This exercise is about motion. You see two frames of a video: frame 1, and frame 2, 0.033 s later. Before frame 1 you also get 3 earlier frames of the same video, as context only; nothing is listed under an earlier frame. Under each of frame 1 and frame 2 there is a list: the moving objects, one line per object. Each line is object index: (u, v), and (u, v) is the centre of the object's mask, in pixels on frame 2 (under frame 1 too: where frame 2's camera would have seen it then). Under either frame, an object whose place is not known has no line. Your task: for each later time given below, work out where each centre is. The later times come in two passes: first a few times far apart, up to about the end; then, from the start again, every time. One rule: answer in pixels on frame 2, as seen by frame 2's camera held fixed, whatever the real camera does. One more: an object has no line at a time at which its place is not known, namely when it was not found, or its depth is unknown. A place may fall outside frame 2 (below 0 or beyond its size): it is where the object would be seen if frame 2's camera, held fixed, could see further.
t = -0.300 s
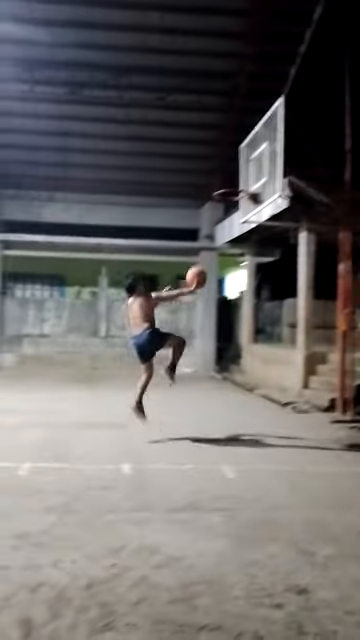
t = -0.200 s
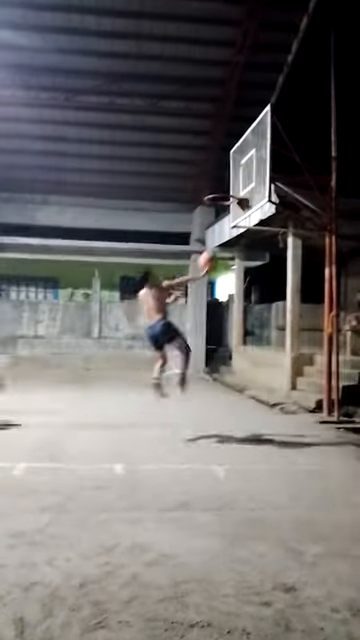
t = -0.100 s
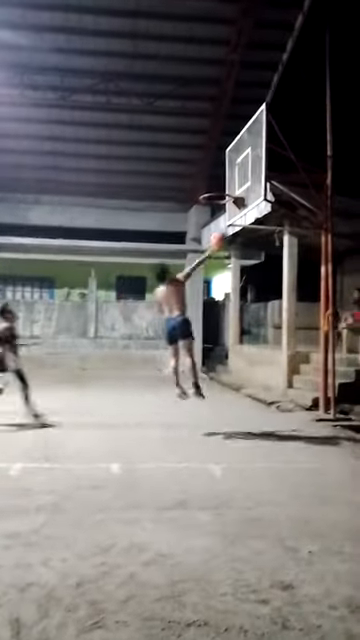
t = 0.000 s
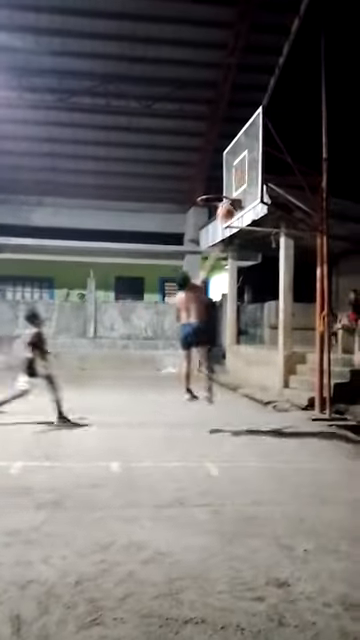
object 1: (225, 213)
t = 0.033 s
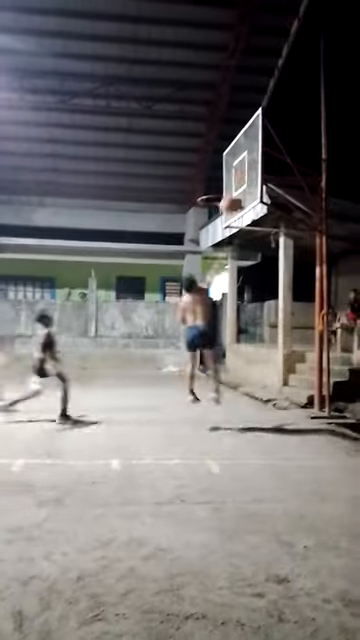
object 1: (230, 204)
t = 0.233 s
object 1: (239, 176)
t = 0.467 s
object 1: (219, 173)
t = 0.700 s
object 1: (204, 193)
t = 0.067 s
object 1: (232, 200)
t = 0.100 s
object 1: (233, 195)
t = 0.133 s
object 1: (236, 185)
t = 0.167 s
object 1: (236, 184)
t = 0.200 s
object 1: (239, 181)
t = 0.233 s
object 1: (239, 176)
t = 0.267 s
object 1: (236, 173)
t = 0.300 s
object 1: (233, 171)
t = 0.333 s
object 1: (230, 170)
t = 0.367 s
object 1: (226, 171)
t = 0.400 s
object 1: (223, 171)
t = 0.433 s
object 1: (221, 171)
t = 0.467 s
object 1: (219, 173)
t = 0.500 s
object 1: (216, 175)
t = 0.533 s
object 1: (213, 178)
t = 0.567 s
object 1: (211, 182)
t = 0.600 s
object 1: (208, 188)
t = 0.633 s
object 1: (205, 192)
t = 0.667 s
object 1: (203, 193)
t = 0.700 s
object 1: (204, 193)
